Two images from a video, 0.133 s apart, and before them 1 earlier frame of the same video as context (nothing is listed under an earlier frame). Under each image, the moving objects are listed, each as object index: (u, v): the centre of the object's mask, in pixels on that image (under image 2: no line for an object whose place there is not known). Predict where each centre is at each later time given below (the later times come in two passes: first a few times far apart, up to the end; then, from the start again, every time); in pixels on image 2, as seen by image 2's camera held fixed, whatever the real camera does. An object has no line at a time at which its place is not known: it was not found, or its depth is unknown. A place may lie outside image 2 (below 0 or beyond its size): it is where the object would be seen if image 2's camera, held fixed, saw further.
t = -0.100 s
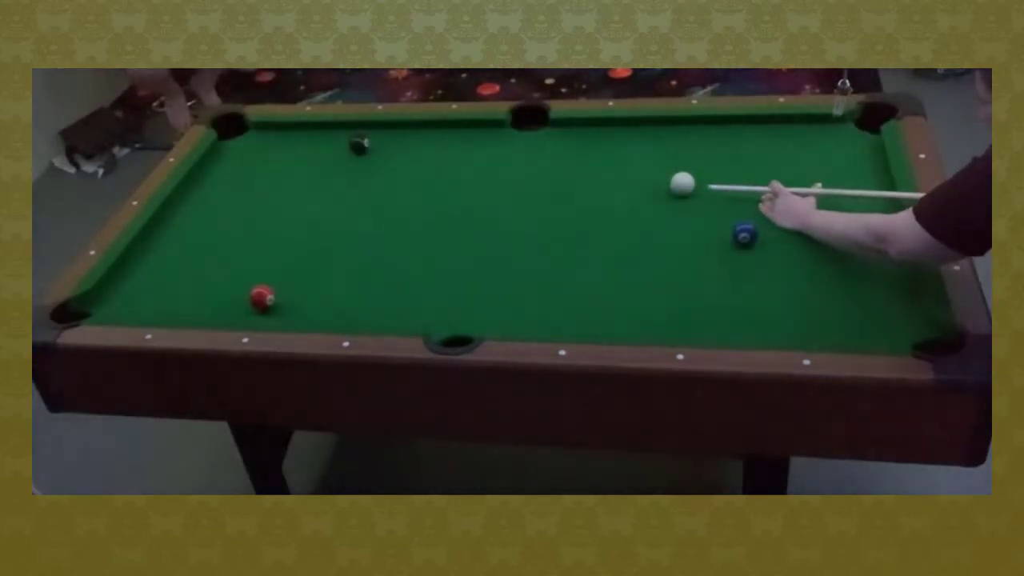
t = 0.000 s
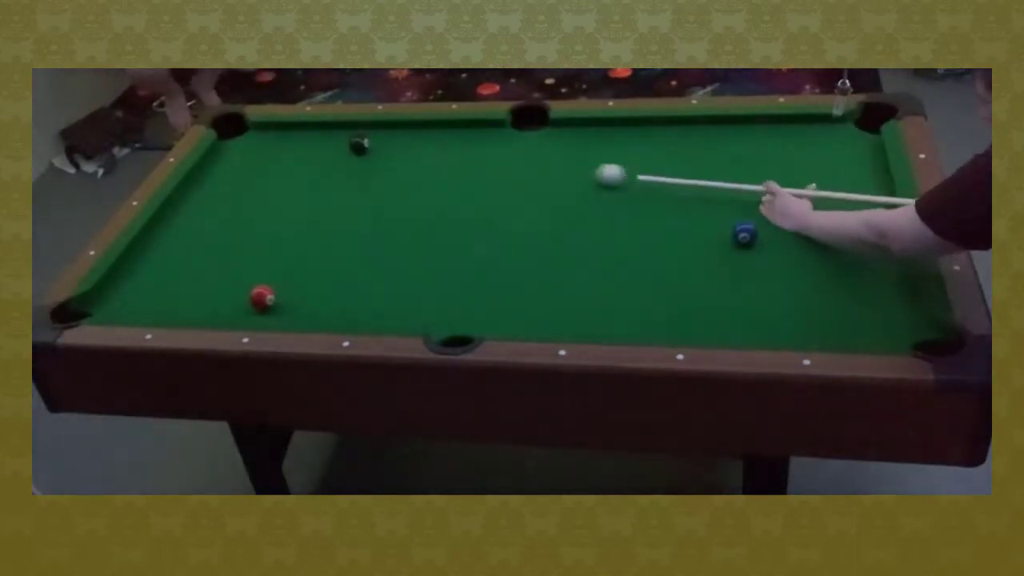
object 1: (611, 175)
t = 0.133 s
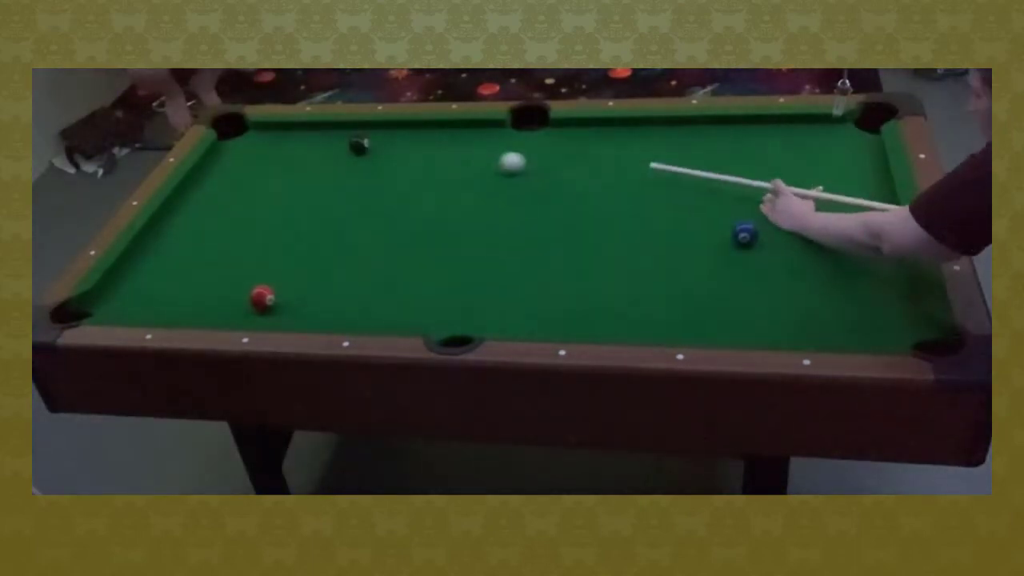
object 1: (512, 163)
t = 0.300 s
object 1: (419, 151)
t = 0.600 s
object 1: (354, 147)
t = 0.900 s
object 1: (310, 146)
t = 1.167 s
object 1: (274, 145)
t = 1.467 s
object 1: (238, 144)
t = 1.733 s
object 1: (228, 143)
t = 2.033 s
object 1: (239, 143)
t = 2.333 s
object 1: (244, 144)
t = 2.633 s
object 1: (245, 144)
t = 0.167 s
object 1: (492, 160)
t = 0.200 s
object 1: (472, 158)
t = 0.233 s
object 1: (454, 156)
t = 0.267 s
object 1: (436, 154)
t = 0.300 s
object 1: (419, 151)
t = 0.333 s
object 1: (403, 149)
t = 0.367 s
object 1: (386, 147)
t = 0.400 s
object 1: (375, 146)
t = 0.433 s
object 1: (373, 146)
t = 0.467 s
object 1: (370, 146)
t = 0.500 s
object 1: (367, 147)
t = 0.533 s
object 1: (363, 147)
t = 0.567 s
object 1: (359, 147)
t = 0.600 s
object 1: (354, 147)
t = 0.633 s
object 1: (348, 146)
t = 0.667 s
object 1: (344, 147)
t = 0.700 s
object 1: (339, 147)
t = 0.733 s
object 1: (334, 146)
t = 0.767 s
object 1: (329, 146)
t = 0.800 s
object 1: (324, 146)
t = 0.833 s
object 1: (319, 146)
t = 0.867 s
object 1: (315, 146)
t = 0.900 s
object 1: (310, 146)
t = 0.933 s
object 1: (305, 146)
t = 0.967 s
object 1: (301, 145)
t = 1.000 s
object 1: (297, 145)
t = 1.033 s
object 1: (292, 145)
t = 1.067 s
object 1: (288, 145)
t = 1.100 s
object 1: (283, 145)
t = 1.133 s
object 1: (279, 145)
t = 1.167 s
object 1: (274, 145)
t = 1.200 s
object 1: (270, 145)
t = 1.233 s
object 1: (266, 144)
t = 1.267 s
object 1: (261, 144)
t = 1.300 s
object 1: (257, 144)
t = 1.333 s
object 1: (253, 144)
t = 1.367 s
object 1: (249, 144)
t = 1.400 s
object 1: (245, 144)
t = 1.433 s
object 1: (240, 144)
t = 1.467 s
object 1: (238, 144)
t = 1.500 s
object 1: (233, 144)
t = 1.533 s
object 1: (228, 143)
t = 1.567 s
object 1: (226, 143)
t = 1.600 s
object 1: (221, 143)
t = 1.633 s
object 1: (223, 143)
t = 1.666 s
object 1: (226, 143)
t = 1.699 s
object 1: (227, 143)
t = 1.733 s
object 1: (228, 143)
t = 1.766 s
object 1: (230, 143)
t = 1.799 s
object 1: (231, 143)
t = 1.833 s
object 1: (232, 143)
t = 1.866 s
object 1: (234, 143)
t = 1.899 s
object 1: (235, 143)
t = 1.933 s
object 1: (236, 143)
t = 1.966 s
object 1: (237, 143)
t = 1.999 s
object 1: (238, 143)
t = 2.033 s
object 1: (239, 143)
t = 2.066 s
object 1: (240, 143)
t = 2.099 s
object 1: (241, 143)
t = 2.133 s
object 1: (241, 143)
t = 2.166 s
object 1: (242, 143)
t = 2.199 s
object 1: (242, 143)
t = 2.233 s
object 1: (243, 144)
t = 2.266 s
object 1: (243, 144)
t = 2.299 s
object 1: (244, 144)
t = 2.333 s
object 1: (244, 144)
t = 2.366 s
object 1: (244, 144)
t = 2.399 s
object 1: (244, 144)
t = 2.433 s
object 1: (244, 144)
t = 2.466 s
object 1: (245, 144)
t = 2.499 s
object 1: (245, 144)
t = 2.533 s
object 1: (245, 144)
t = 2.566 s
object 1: (244, 144)
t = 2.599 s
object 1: (244, 144)
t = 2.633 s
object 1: (245, 144)
